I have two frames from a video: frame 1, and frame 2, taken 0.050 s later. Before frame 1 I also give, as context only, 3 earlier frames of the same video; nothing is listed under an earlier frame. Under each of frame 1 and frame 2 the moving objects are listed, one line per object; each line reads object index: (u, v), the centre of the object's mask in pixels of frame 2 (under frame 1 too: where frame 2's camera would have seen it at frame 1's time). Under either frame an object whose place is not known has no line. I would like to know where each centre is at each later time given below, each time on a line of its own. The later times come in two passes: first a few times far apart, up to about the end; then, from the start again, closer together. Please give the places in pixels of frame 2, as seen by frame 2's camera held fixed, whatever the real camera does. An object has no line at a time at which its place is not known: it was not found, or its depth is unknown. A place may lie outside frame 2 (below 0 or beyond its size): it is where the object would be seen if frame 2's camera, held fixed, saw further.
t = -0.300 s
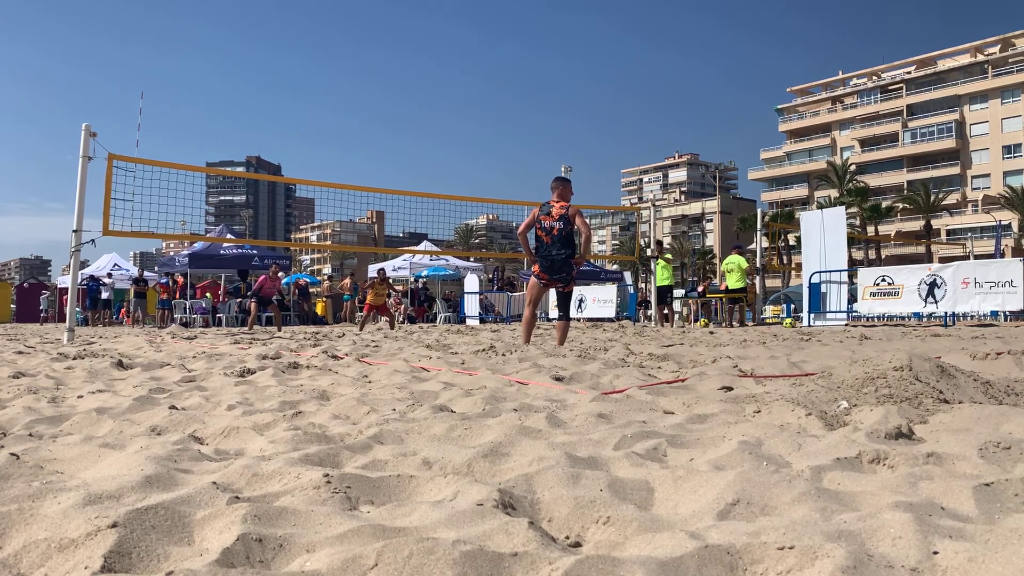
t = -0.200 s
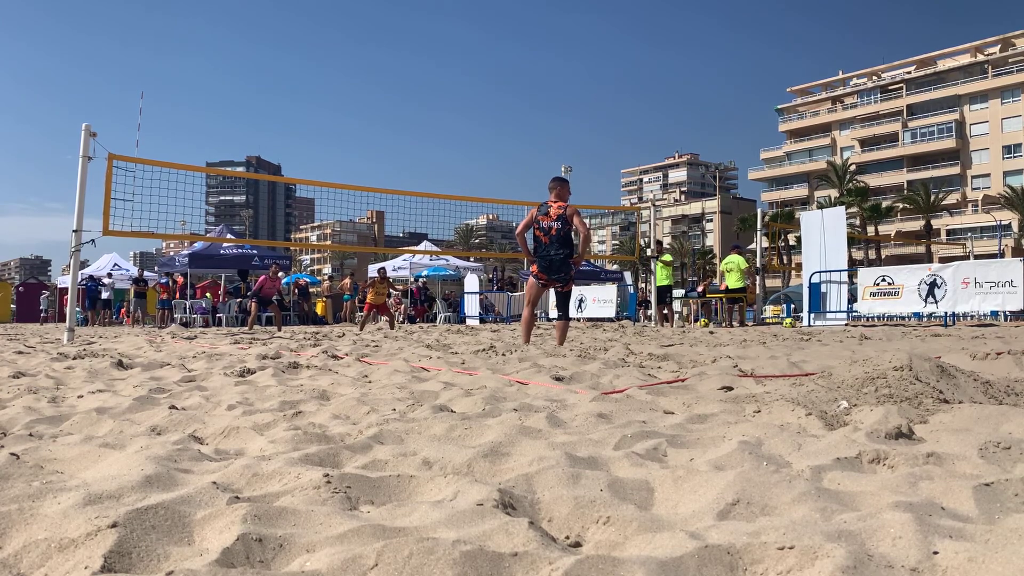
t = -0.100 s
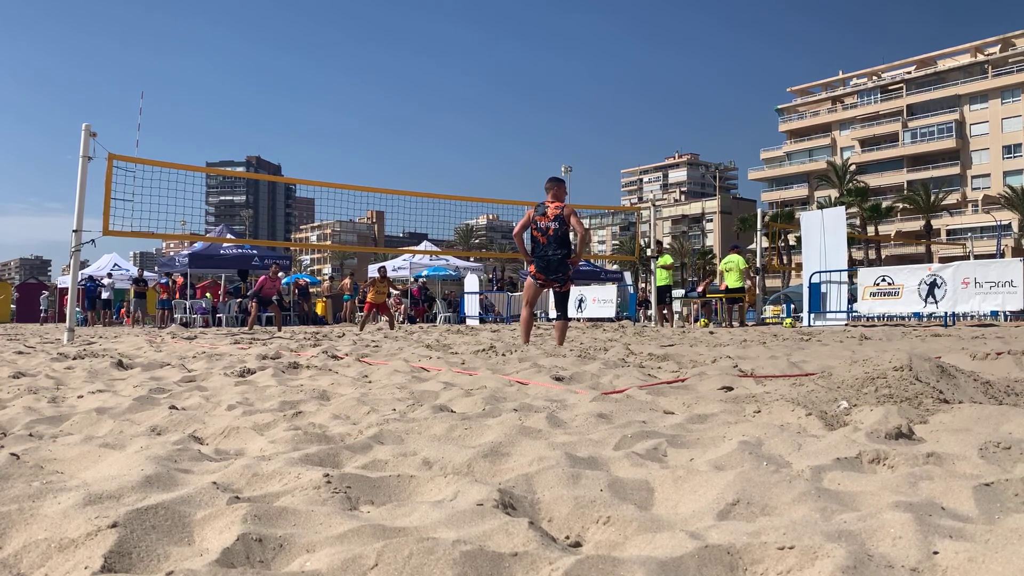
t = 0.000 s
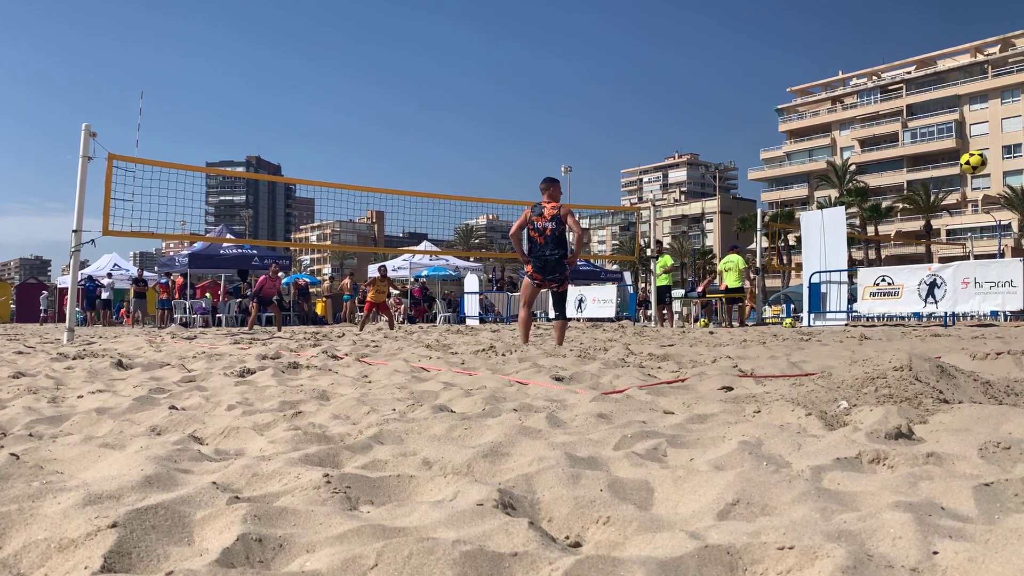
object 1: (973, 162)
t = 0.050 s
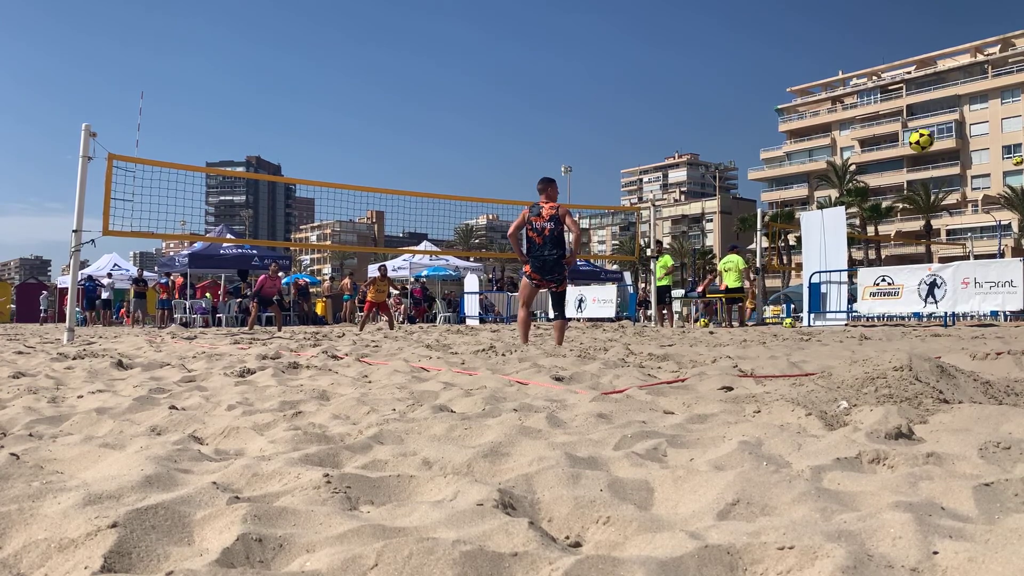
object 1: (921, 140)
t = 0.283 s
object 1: (728, 86)
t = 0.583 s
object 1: (559, 94)
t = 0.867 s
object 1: (451, 146)
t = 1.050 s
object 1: (396, 199)
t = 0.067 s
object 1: (904, 134)
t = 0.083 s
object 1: (889, 129)
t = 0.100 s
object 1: (873, 123)
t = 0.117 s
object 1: (858, 118)
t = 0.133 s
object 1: (844, 113)
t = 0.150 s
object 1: (829, 109)
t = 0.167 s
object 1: (815, 105)
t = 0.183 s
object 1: (802, 100)
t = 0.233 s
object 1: (764, 92)
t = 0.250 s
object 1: (752, 90)
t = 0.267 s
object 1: (740, 88)
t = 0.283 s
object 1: (728, 86)
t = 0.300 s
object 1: (716, 85)
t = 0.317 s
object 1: (705, 84)
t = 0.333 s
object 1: (695, 83)
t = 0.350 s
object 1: (684, 82)
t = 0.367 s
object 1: (674, 82)
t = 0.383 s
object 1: (664, 81)
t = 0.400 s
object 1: (654, 81)
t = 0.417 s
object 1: (644, 82)
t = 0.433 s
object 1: (635, 82)
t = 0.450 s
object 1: (626, 83)
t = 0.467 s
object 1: (616, 83)
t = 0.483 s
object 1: (608, 84)
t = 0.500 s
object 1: (599, 85)
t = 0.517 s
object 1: (591, 87)
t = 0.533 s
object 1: (583, 88)
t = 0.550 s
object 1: (575, 90)
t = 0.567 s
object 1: (566, 91)
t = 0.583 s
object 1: (559, 94)
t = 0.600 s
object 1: (552, 96)
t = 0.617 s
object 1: (545, 98)
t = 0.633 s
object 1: (537, 100)
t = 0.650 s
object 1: (530, 103)
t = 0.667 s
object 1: (523, 105)
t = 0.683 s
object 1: (517, 108)
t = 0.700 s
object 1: (510, 111)
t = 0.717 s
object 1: (504, 114)
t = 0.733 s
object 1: (497, 117)
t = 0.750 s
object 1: (491, 120)
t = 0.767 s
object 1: (485, 124)
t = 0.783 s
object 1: (479, 127)
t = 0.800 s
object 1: (473, 131)
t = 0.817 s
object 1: (467, 134)
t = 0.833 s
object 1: (462, 138)
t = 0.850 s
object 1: (457, 142)
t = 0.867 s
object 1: (451, 146)
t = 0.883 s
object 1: (445, 150)
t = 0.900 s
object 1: (440, 154)
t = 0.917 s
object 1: (435, 159)
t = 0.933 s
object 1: (430, 164)
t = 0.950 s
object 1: (425, 168)
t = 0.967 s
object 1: (420, 173)
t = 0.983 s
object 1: (416, 177)
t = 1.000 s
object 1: (411, 182)
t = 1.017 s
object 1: (406, 186)
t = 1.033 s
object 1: (402, 192)
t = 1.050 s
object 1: (396, 199)
